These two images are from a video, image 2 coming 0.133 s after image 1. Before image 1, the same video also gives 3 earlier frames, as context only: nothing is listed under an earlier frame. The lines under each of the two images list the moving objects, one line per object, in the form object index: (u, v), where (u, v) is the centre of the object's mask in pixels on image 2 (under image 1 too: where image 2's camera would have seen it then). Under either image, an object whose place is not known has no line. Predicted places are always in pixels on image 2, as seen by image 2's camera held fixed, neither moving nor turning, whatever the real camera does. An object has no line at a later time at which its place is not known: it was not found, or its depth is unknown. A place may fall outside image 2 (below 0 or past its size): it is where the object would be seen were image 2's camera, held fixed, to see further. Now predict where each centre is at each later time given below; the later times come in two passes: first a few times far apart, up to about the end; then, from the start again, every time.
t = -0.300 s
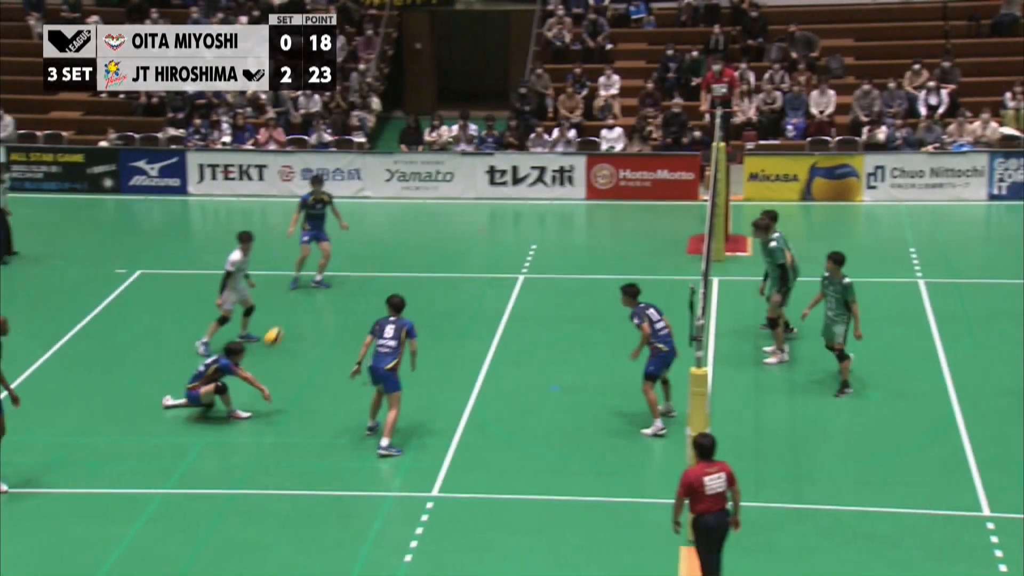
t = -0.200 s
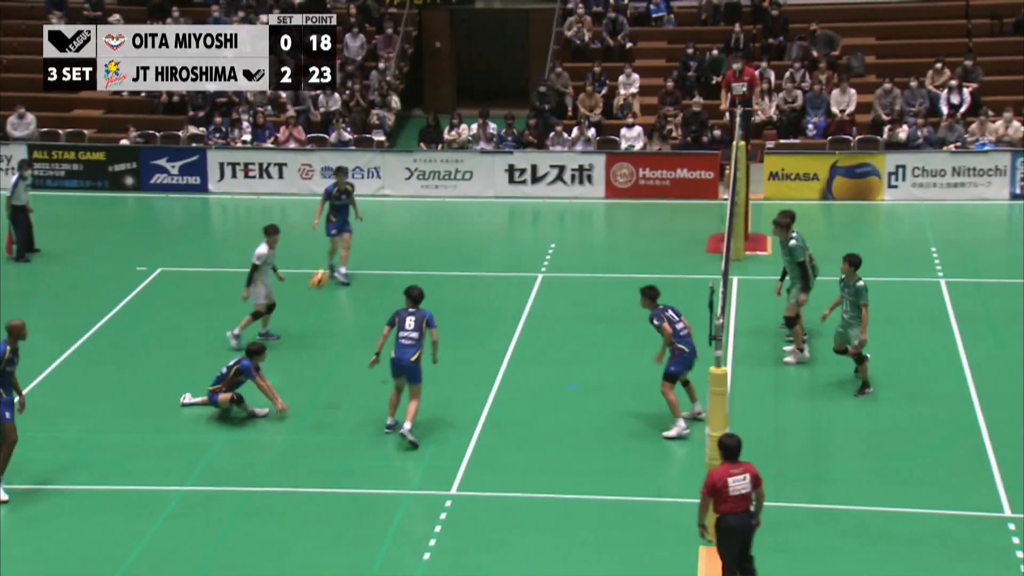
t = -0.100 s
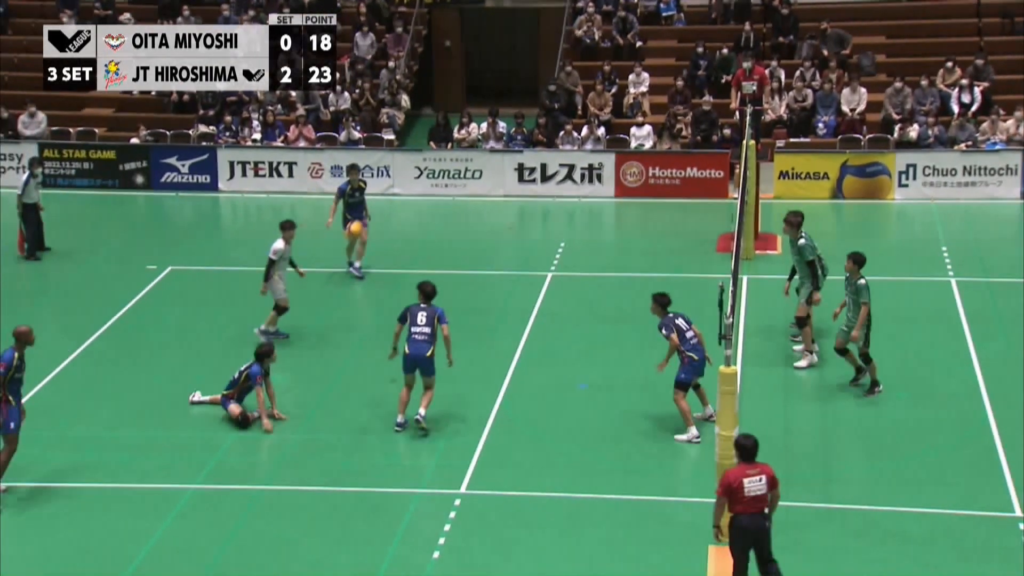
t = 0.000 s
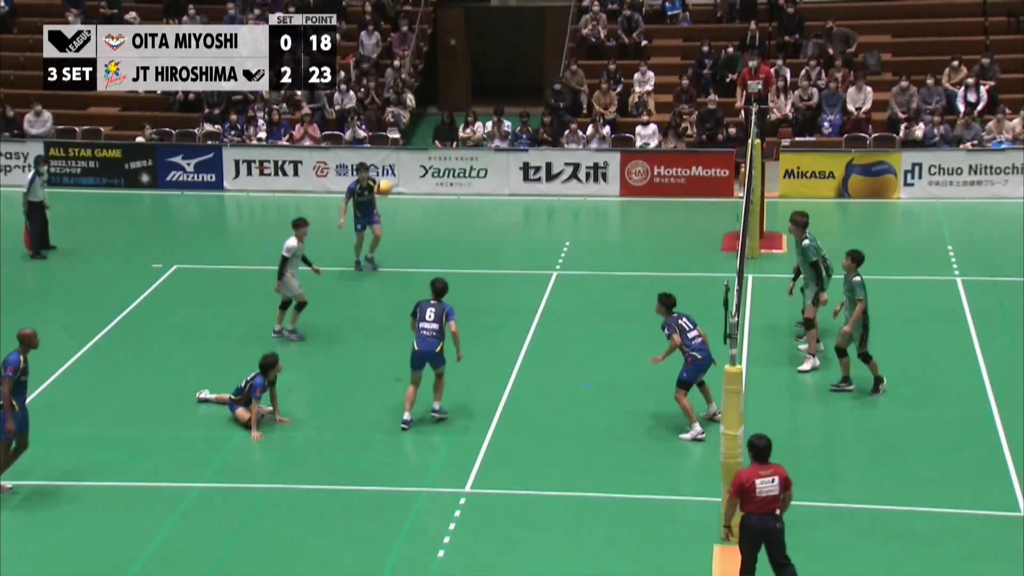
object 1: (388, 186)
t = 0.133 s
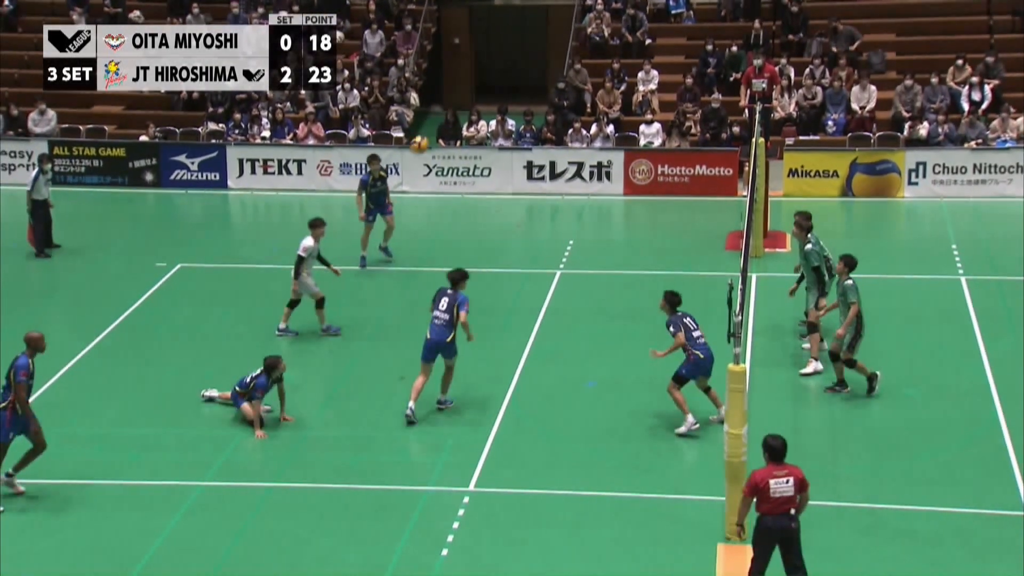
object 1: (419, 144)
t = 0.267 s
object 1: (451, 116)
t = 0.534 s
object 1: (515, 99)
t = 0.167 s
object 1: (427, 134)
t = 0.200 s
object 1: (435, 129)
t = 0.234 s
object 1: (443, 122)
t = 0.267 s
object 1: (451, 116)
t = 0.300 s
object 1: (459, 111)
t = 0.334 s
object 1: (467, 105)
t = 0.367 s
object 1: (475, 103)
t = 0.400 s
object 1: (483, 99)
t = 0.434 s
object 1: (491, 98)
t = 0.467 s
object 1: (499, 98)
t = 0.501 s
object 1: (507, 98)
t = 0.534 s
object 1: (515, 99)
